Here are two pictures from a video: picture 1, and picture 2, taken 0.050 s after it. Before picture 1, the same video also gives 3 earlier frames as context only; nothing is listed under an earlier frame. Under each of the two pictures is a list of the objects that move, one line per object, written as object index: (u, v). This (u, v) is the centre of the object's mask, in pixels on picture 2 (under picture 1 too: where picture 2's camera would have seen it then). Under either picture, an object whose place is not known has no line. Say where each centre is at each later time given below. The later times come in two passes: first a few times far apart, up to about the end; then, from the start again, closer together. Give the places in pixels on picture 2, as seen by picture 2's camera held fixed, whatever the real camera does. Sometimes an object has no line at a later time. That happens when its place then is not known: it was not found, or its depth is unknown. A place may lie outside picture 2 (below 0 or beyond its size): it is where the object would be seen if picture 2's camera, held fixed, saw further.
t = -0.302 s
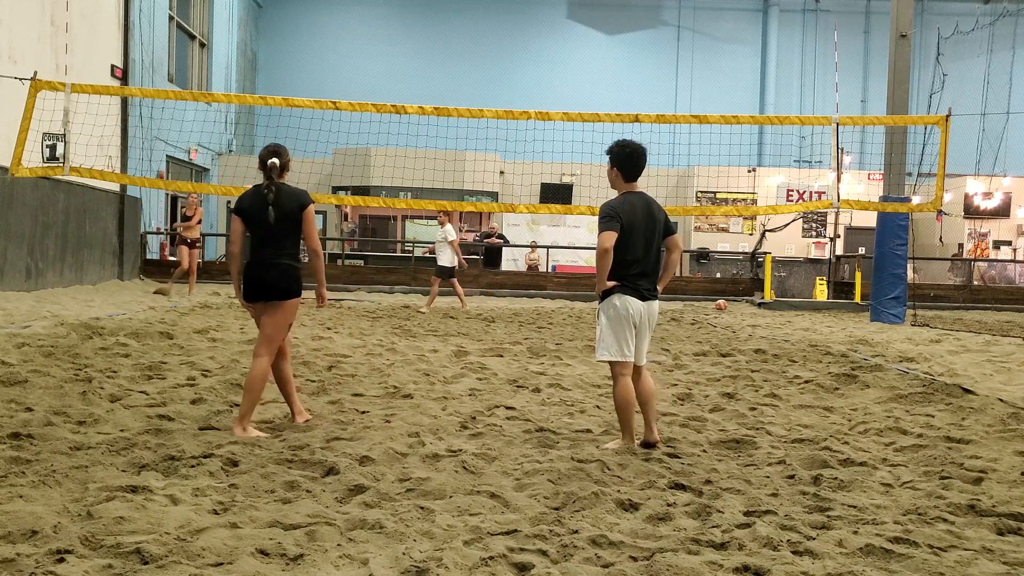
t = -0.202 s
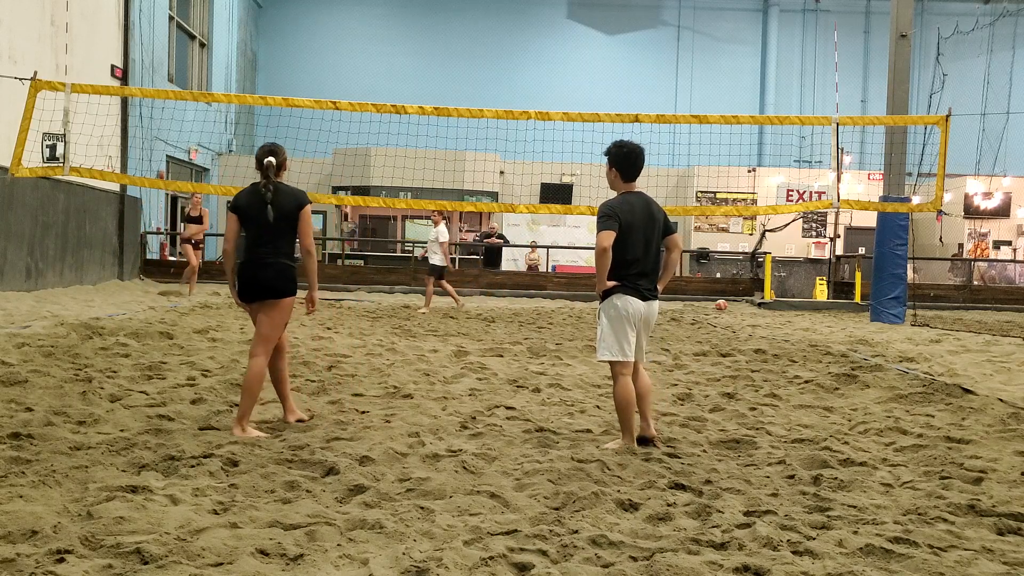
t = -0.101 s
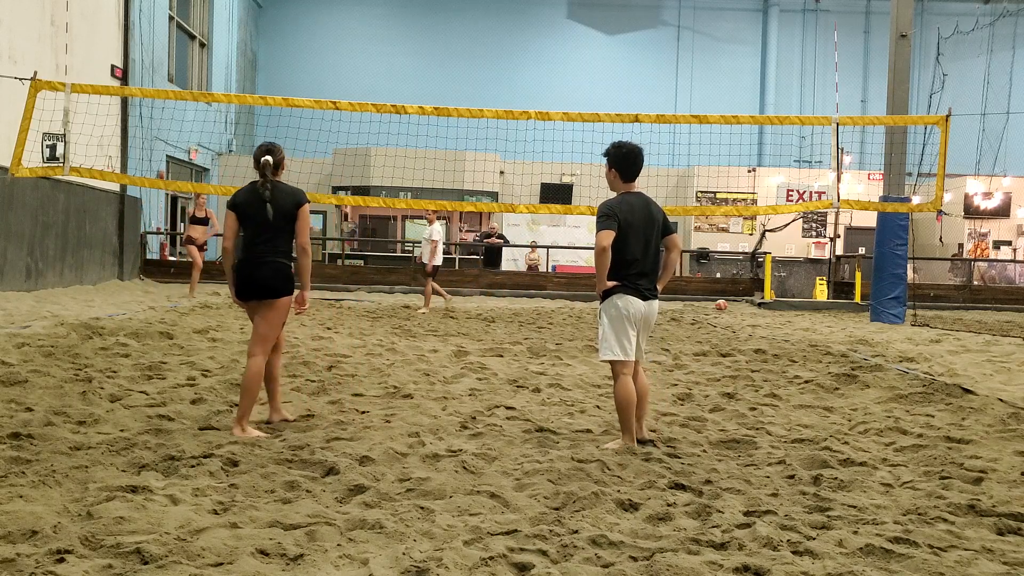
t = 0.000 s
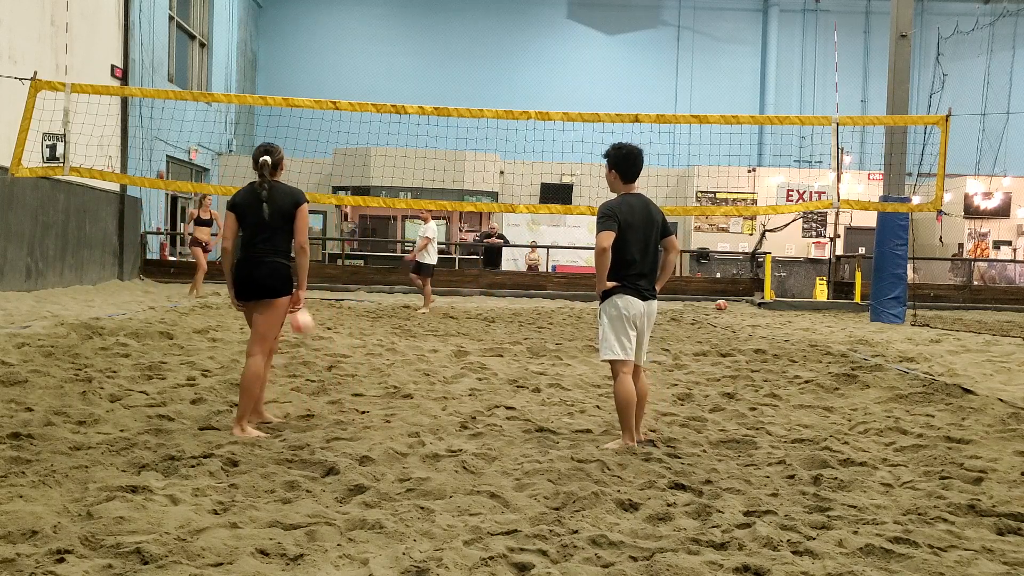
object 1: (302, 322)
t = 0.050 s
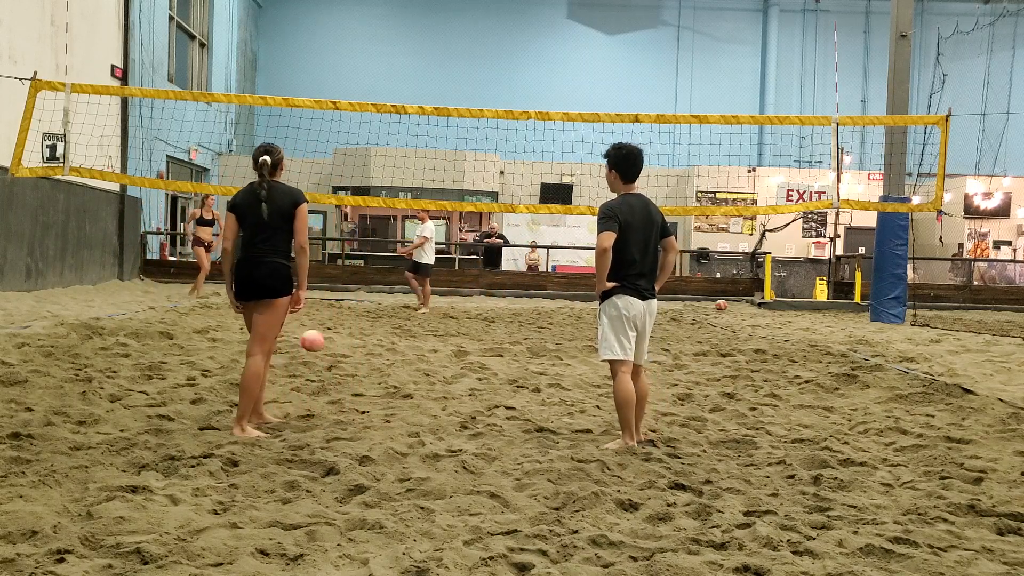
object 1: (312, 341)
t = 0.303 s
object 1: (363, 353)
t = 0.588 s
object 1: (422, 380)
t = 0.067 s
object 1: (315, 341)
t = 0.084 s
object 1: (319, 341)
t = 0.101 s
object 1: (322, 340)
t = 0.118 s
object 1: (325, 339)
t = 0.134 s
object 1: (328, 338)
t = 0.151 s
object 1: (331, 338)
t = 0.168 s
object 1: (335, 338)
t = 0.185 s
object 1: (338, 339)
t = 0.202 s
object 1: (342, 340)
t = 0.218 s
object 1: (345, 341)
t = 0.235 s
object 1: (349, 343)
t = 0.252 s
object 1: (353, 345)
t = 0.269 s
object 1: (355, 347)
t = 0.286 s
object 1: (359, 350)
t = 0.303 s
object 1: (363, 353)
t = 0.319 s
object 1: (367, 358)
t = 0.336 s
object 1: (371, 362)
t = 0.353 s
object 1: (375, 363)
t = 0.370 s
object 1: (378, 362)
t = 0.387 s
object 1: (381, 362)
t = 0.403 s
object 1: (384, 361)
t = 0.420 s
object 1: (387, 360)
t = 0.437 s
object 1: (390, 361)
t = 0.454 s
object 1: (394, 362)
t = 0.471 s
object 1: (397, 363)
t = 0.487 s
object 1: (400, 364)
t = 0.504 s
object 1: (403, 367)
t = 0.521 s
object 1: (407, 369)
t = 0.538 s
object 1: (410, 372)
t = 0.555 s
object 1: (415, 376)
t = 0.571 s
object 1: (418, 379)
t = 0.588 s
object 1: (422, 380)
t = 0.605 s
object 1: (426, 383)
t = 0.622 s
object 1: (429, 386)
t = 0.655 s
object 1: (438, 392)
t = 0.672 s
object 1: (442, 393)
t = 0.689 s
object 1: (445, 394)
